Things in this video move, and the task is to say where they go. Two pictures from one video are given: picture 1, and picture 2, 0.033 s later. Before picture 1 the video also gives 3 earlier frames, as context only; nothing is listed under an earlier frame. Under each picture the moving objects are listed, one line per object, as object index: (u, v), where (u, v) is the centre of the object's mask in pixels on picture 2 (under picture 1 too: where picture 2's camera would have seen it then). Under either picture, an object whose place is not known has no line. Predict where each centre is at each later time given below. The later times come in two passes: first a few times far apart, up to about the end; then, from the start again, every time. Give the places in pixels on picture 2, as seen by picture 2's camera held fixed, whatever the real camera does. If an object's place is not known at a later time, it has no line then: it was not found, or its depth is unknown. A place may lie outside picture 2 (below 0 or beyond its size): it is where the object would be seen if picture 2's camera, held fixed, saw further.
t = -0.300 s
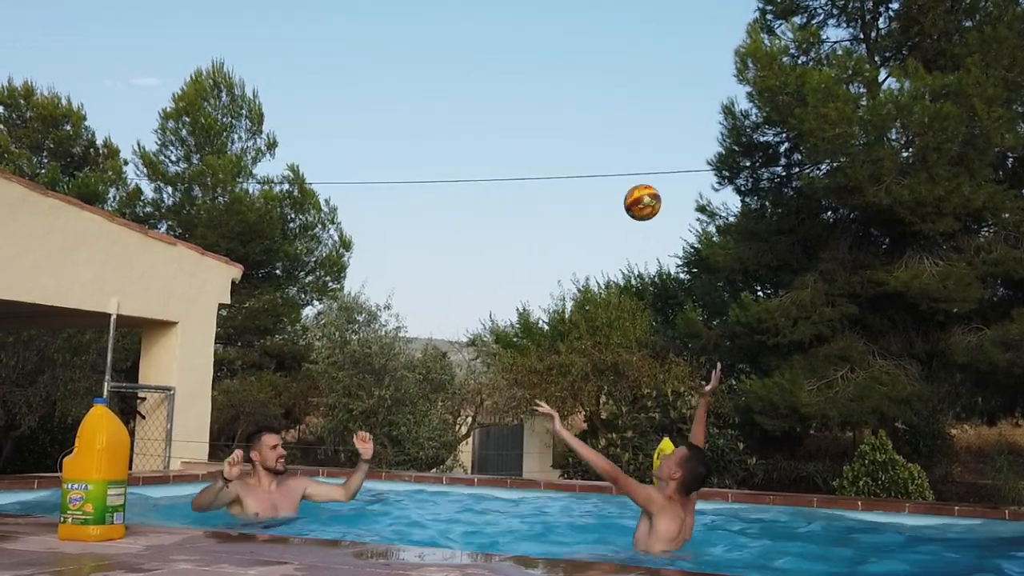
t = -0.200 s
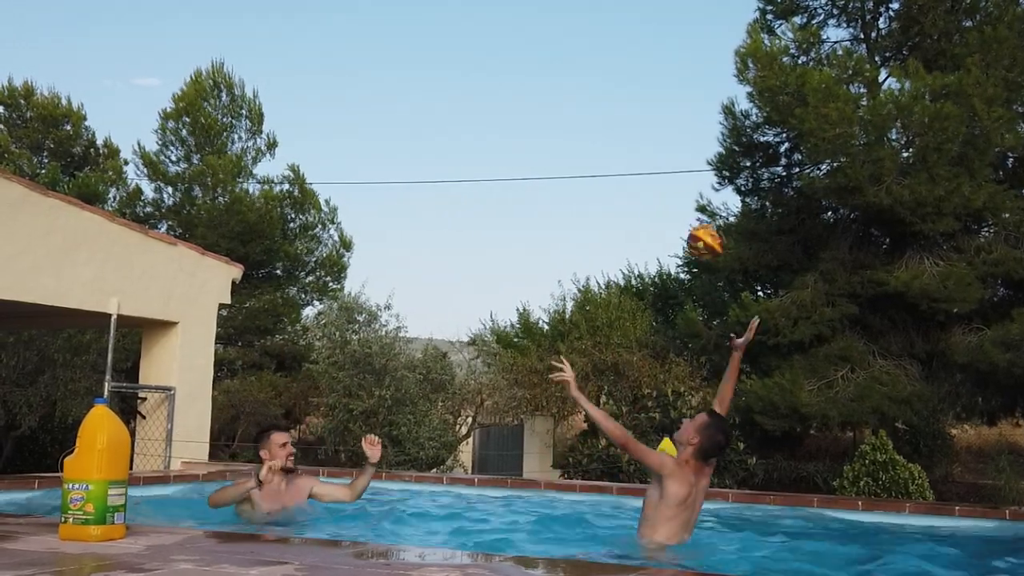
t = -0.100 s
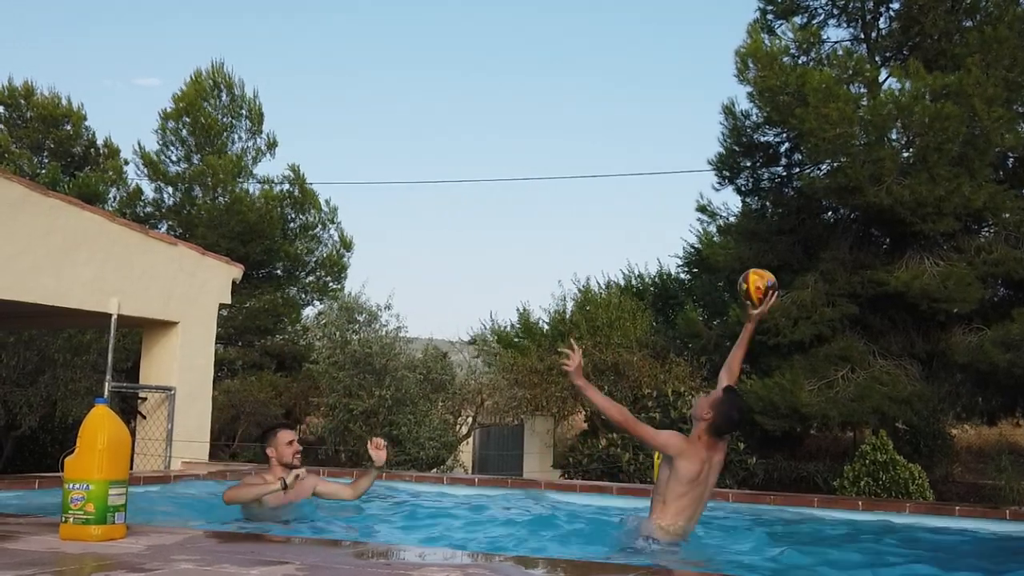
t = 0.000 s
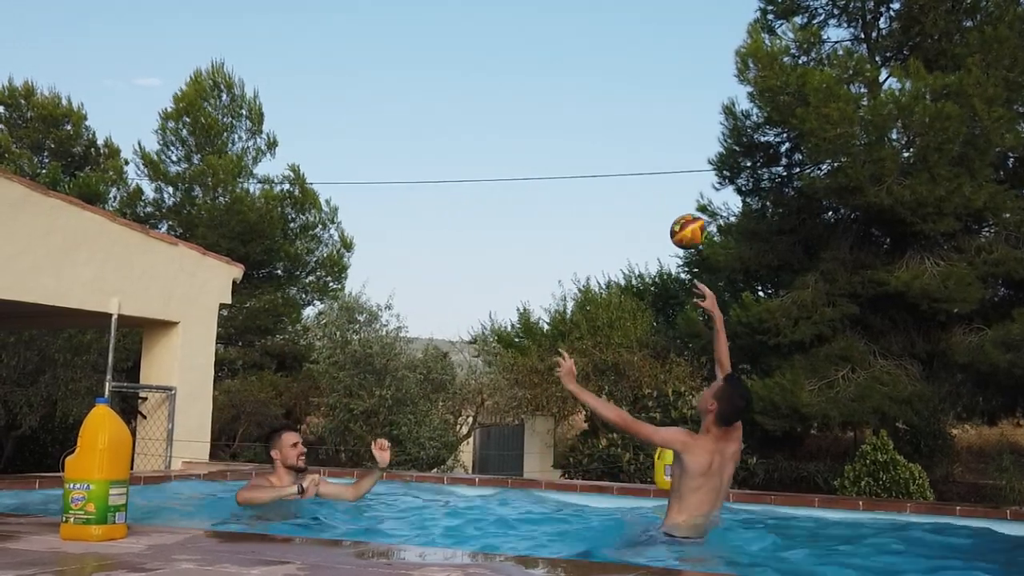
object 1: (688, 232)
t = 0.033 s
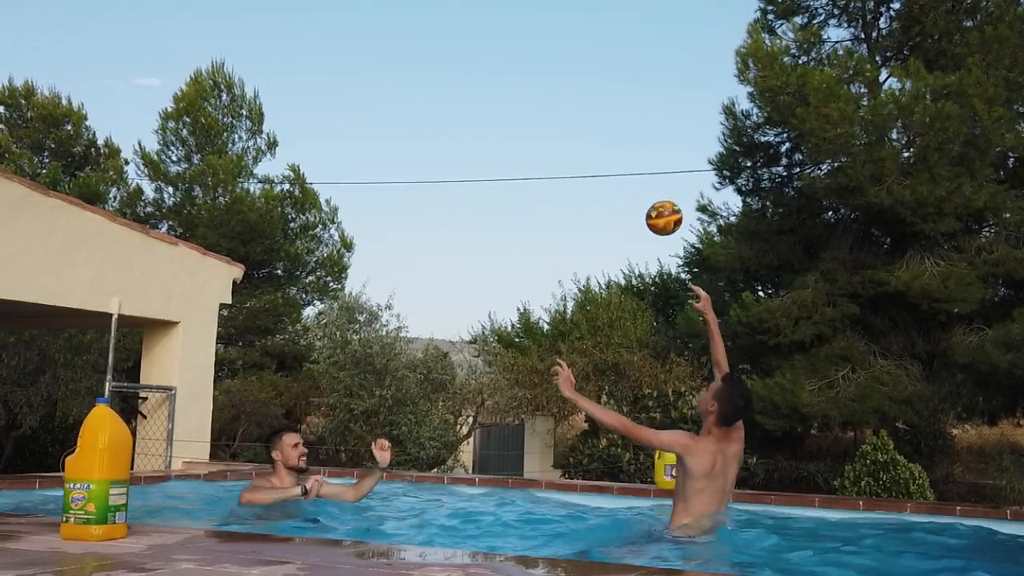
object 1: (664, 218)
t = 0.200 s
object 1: (549, 186)
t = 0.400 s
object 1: (424, 219)
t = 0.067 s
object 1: (640, 207)
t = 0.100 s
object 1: (616, 198)
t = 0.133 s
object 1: (593, 192)
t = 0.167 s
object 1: (571, 188)
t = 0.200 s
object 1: (549, 186)
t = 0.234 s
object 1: (527, 186)
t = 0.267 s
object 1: (505, 188)
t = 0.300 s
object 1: (485, 193)
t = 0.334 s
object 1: (464, 199)
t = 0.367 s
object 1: (444, 208)
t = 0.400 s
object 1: (424, 219)
